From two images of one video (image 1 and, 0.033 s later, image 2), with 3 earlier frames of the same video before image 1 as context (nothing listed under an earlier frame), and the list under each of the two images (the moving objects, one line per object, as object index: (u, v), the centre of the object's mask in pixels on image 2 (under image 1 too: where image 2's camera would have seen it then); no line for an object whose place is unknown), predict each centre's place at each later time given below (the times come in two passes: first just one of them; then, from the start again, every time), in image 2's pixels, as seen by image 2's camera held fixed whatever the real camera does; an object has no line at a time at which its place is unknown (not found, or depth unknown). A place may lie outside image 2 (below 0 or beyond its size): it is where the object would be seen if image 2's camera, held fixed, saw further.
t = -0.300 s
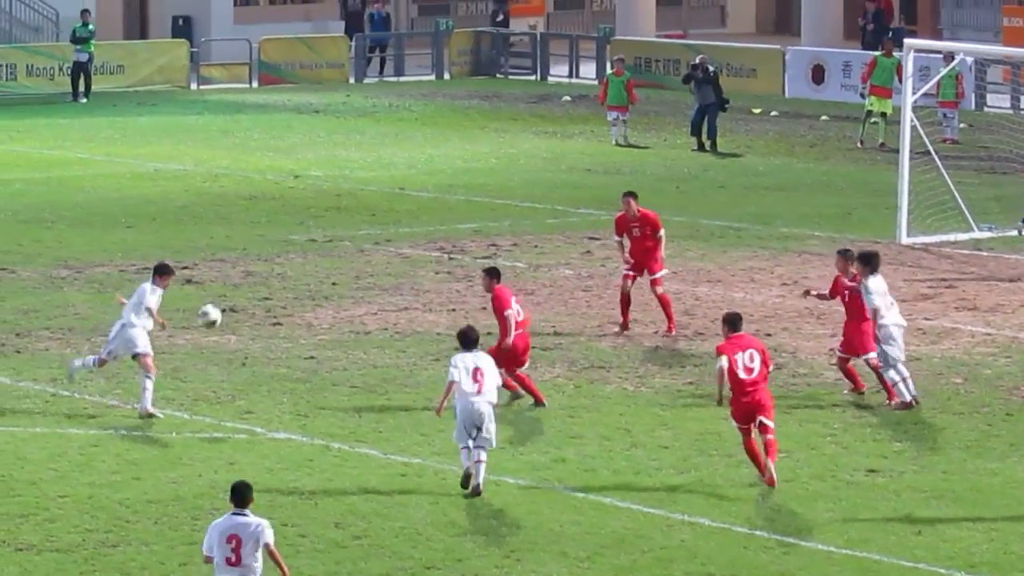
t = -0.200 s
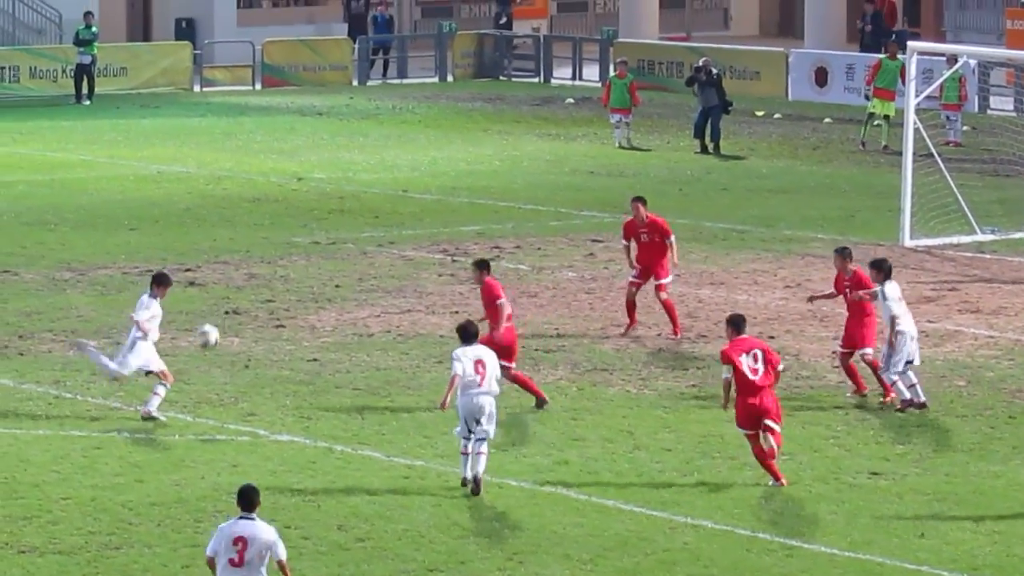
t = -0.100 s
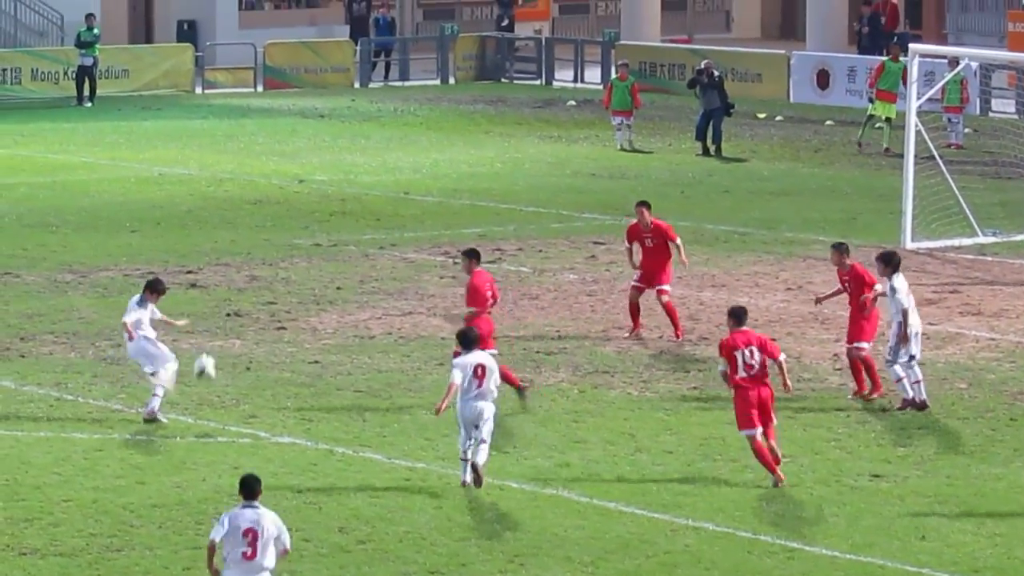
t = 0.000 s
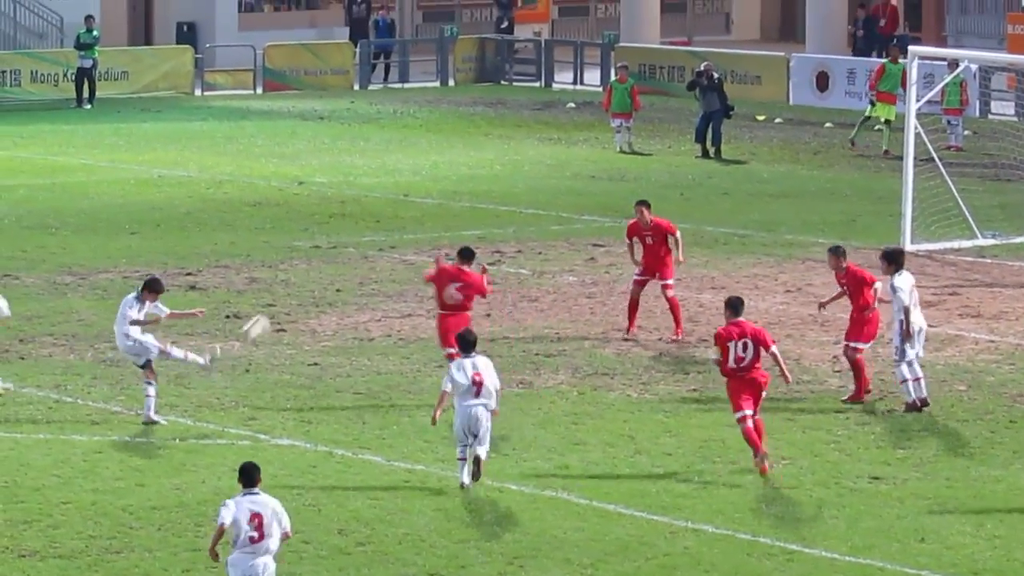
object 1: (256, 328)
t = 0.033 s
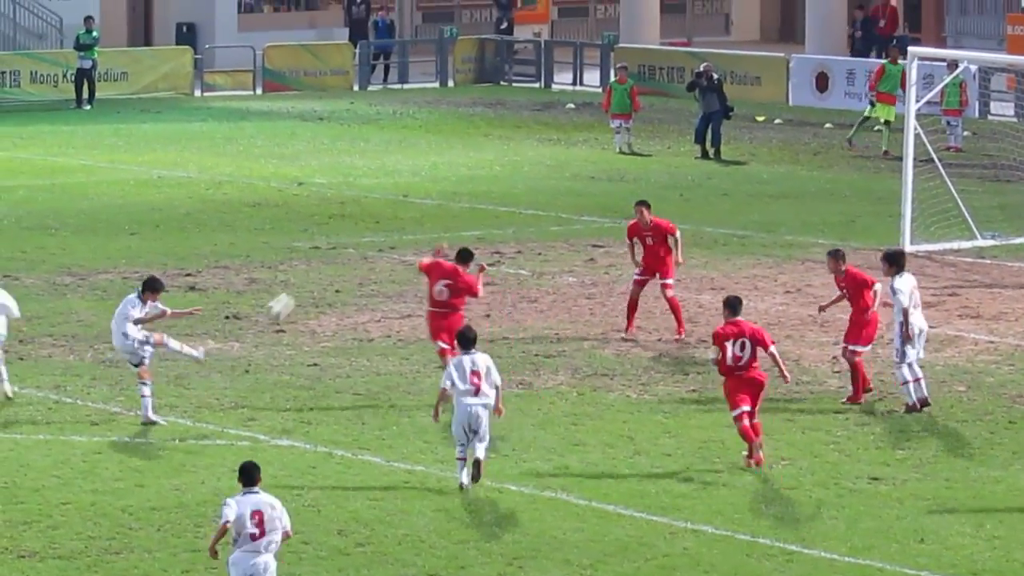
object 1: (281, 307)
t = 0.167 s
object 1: (375, 232)
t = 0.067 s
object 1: (306, 284)
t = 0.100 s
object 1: (327, 265)
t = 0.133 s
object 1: (352, 249)
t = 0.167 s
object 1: (375, 232)
